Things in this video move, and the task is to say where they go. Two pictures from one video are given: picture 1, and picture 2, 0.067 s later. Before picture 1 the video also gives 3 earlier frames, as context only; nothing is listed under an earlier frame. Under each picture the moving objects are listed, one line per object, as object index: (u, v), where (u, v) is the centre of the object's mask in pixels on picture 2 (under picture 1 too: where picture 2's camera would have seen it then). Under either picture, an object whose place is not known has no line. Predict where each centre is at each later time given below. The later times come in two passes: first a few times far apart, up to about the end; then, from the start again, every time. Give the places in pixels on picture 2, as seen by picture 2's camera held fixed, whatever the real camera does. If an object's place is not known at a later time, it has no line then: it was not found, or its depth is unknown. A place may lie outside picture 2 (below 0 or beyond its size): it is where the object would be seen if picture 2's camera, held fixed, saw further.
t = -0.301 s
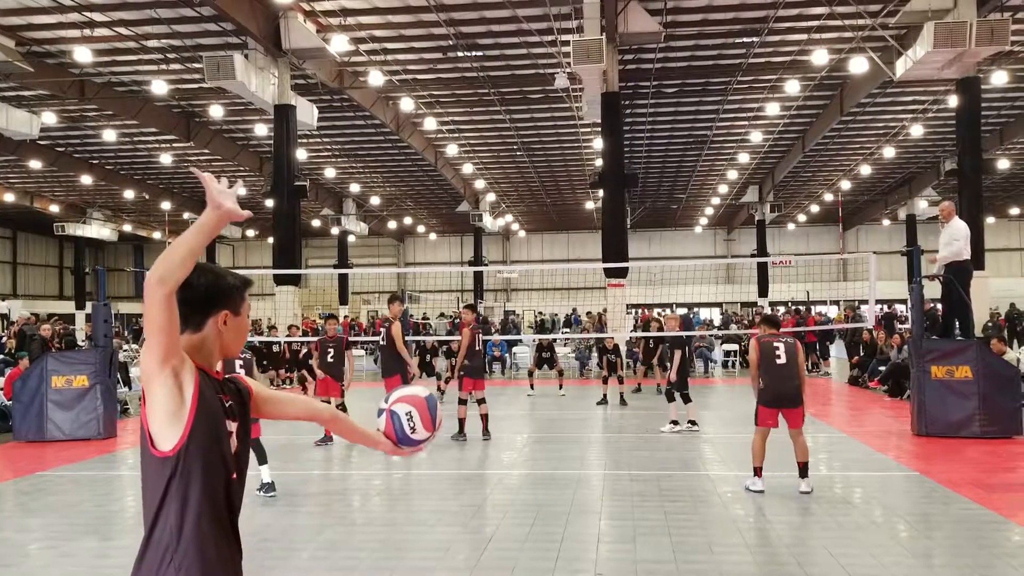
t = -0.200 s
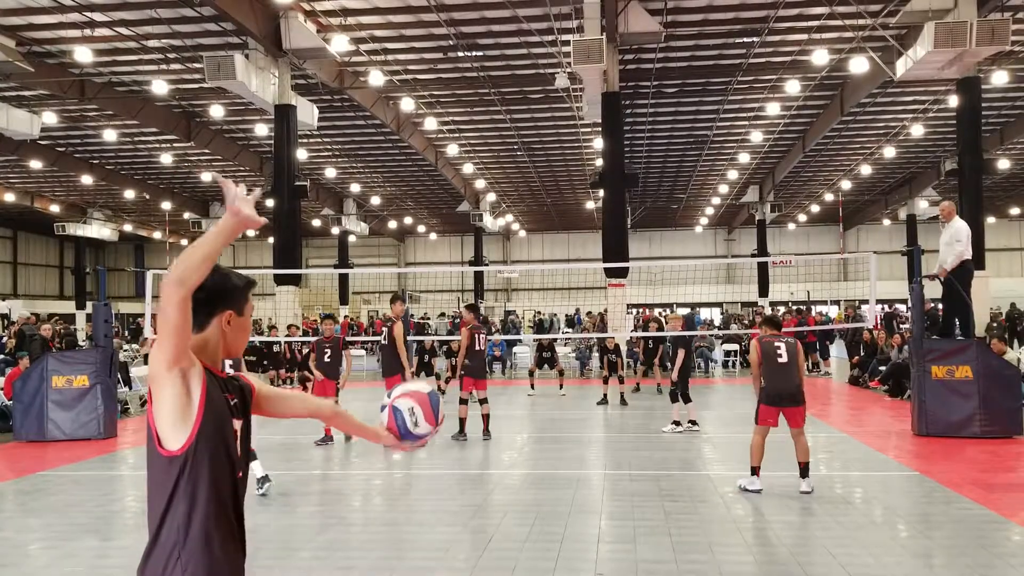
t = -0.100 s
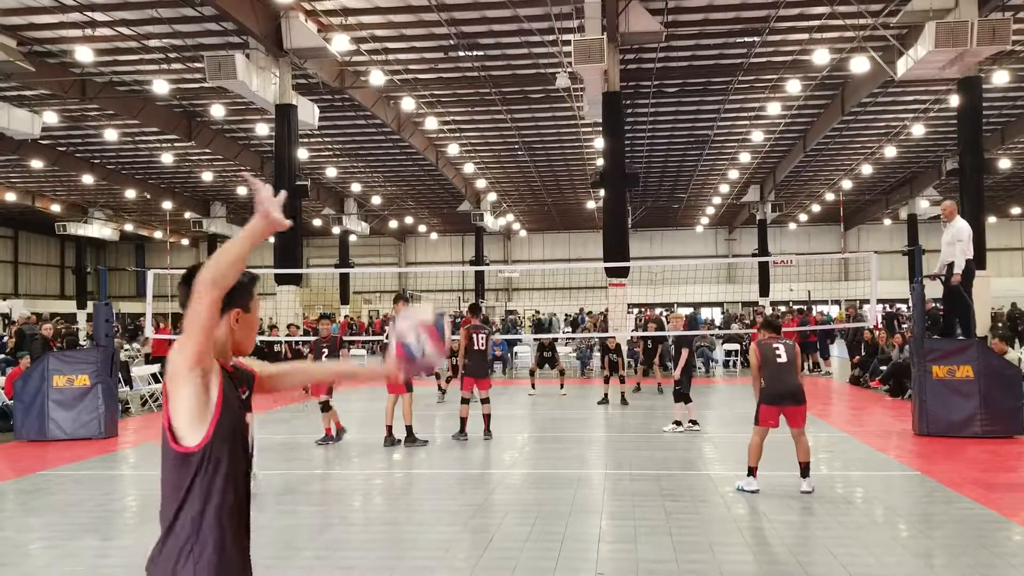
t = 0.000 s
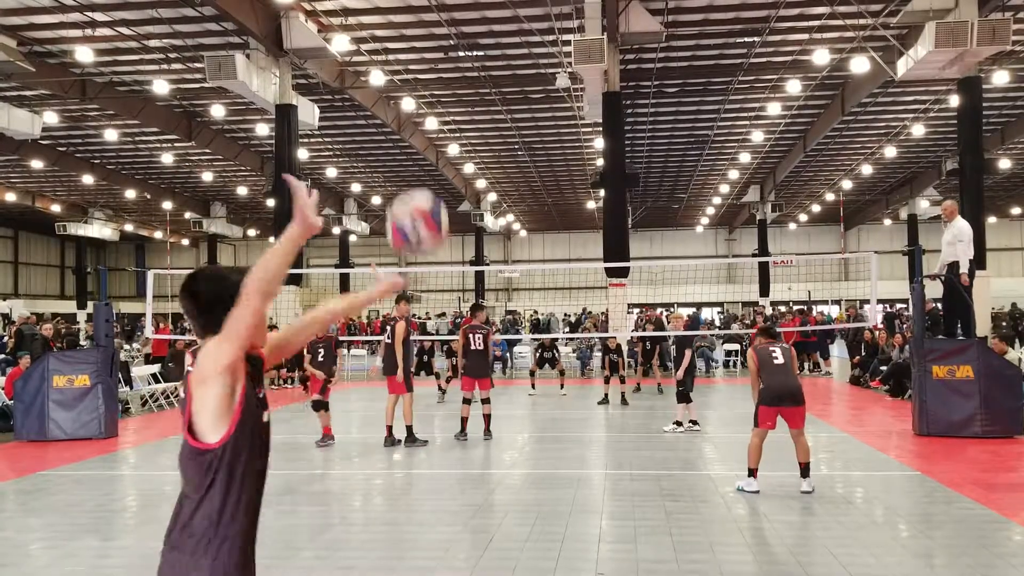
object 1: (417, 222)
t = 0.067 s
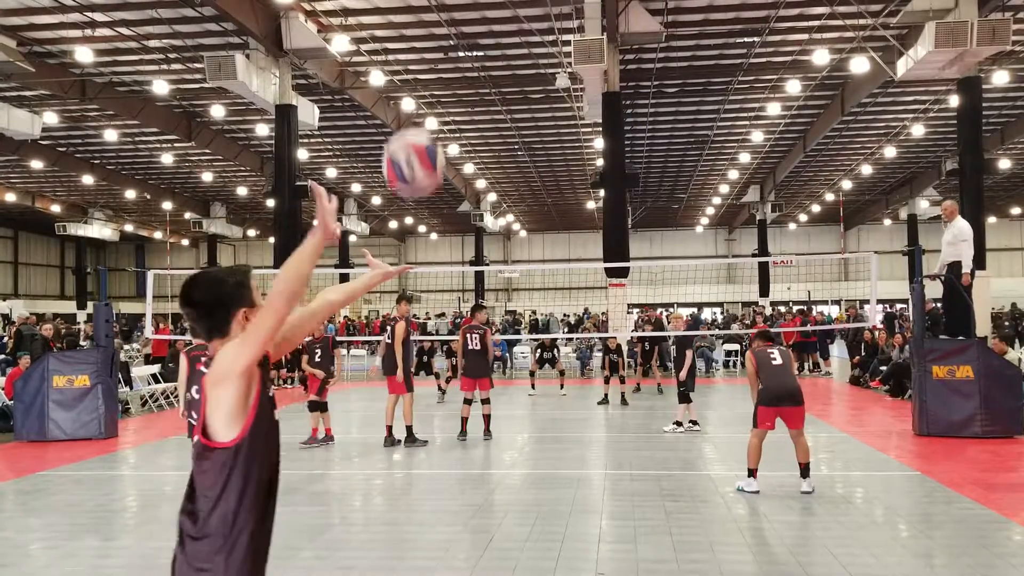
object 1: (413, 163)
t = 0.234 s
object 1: (405, 59)
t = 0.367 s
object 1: (399, 34)
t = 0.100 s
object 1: (411, 136)
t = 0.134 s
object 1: (409, 112)
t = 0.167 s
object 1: (409, 92)
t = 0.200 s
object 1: (407, 72)
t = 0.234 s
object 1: (405, 59)
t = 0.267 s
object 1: (404, 49)
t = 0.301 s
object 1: (402, 41)
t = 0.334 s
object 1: (400, 35)
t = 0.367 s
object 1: (399, 34)
